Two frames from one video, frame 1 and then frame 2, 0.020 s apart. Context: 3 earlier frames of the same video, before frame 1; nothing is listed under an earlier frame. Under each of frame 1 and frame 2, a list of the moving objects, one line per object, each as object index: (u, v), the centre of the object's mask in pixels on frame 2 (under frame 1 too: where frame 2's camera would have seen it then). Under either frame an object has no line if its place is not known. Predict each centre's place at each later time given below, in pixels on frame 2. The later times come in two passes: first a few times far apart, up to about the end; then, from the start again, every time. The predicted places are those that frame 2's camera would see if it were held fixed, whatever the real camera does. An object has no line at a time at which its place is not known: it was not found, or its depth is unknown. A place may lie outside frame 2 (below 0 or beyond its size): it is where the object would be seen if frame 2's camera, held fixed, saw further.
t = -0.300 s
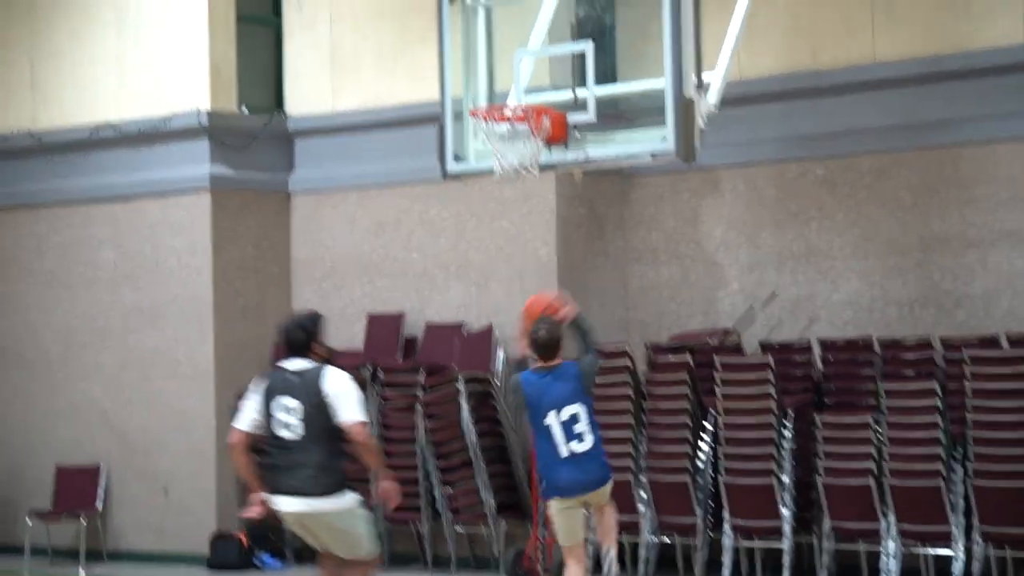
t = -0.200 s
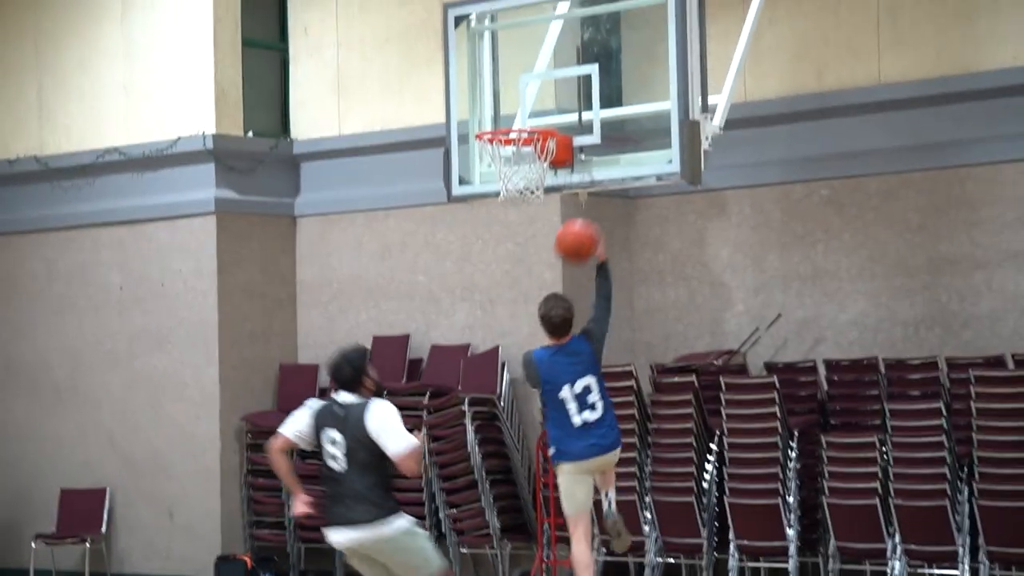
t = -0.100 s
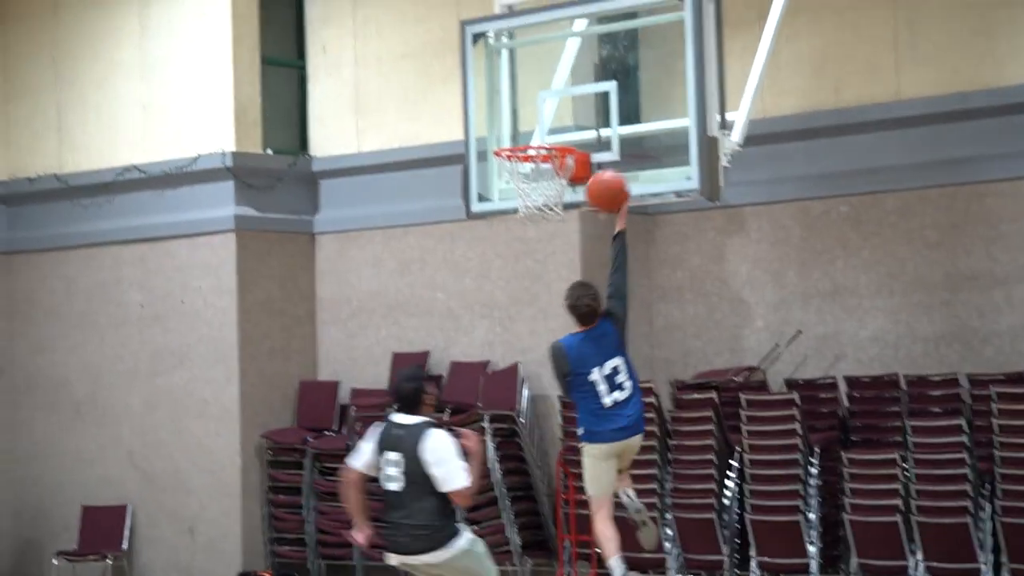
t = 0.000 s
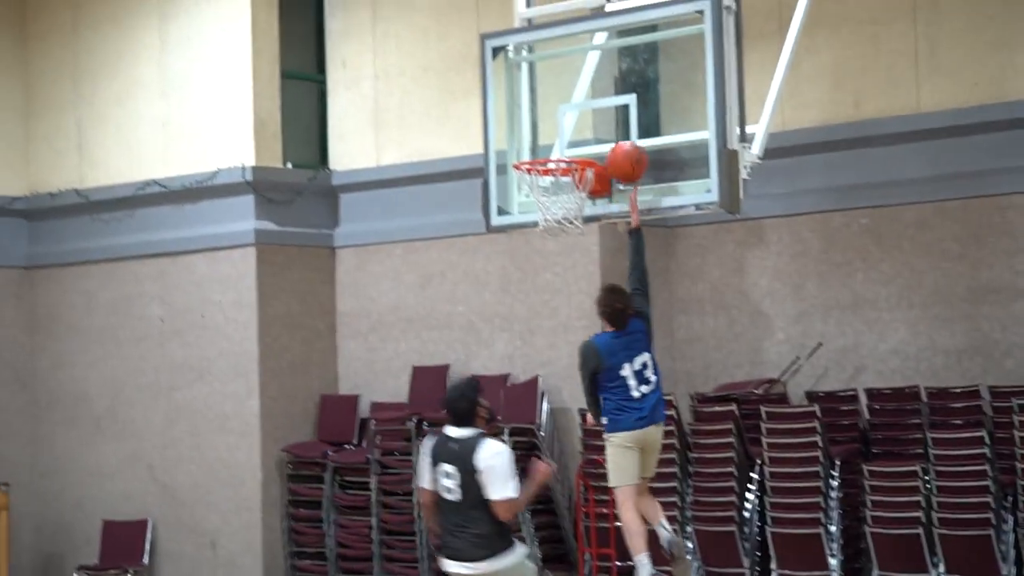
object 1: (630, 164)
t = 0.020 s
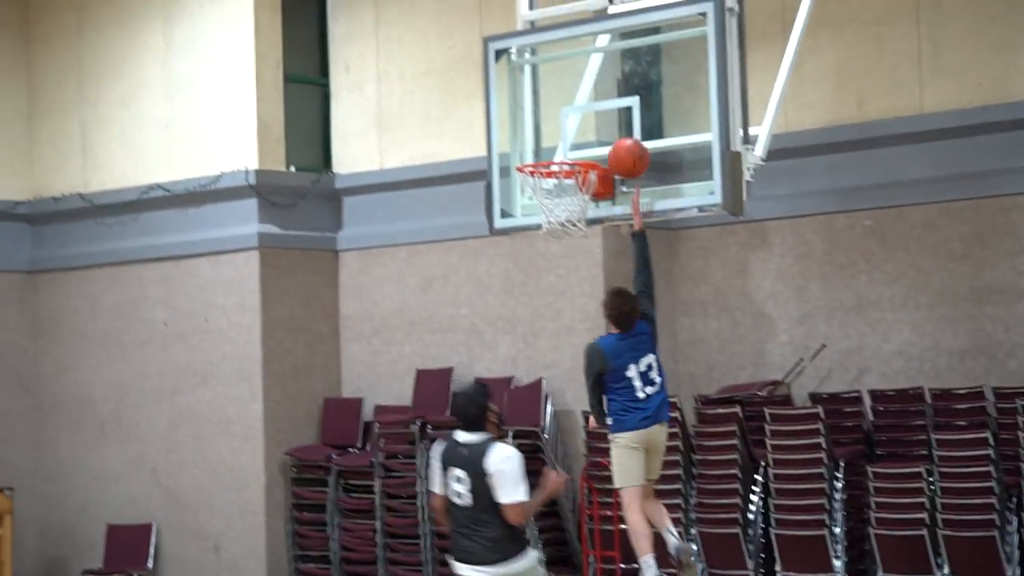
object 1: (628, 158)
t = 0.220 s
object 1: (590, 124)
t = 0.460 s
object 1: (551, 155)
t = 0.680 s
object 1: (573, 229)
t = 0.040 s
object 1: (627, 153)
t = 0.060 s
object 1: (625, 148)
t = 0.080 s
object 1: (620, 142)
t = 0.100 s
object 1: (616, 137)
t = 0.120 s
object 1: (612, 133)
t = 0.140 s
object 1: (608, 130)
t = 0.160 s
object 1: (603, 127)
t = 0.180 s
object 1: (599, 125)
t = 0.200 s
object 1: (595, 124)
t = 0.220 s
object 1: (590, 124)
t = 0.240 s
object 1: (586, 124)
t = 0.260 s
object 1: (582, 125)
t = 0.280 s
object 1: (578, 127)
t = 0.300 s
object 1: (574, 128)
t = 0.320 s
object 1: (570, 131)
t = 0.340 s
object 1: (565, 135)
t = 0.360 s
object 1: (561, 139)
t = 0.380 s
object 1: (557, 143)
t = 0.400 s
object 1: (552, 147)
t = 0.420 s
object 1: (548, 150)
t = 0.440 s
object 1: (548, 153)
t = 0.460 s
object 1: (551, 155)
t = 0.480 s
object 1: (555, 173)
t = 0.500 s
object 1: (557, 181)
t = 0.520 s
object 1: (561, 183)
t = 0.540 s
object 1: (562, 192)
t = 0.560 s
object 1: (564, 200)
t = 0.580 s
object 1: (565, 209)
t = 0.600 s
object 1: (568, 216)
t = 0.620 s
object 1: (570, 219)
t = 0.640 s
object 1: (572, 225)
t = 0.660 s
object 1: (572, 227)
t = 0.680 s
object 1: (573, 229)
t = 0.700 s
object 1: (574, 233)
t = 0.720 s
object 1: (575, 237)
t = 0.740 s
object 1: (576, 242)
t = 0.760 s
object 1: (577, 248)
